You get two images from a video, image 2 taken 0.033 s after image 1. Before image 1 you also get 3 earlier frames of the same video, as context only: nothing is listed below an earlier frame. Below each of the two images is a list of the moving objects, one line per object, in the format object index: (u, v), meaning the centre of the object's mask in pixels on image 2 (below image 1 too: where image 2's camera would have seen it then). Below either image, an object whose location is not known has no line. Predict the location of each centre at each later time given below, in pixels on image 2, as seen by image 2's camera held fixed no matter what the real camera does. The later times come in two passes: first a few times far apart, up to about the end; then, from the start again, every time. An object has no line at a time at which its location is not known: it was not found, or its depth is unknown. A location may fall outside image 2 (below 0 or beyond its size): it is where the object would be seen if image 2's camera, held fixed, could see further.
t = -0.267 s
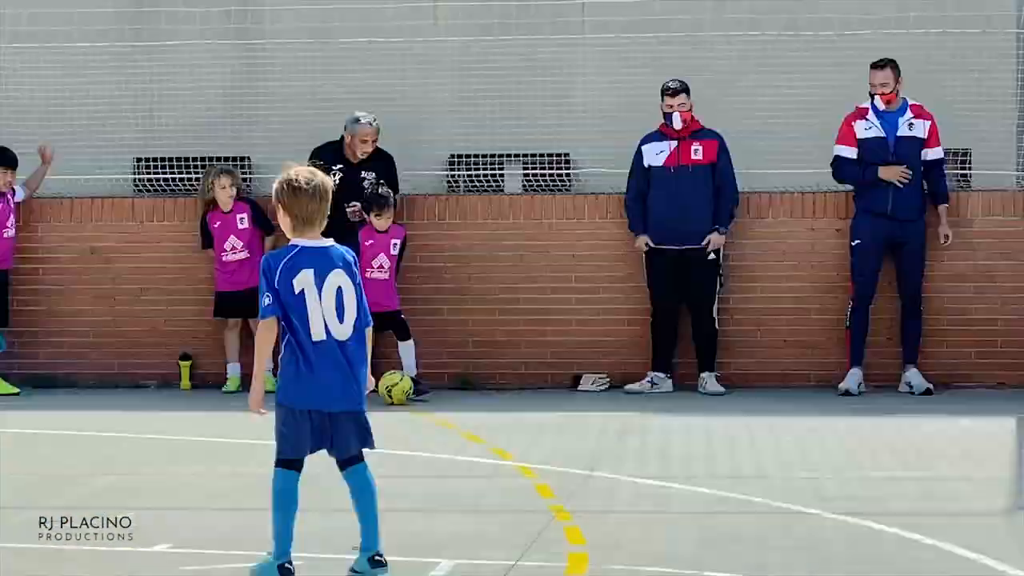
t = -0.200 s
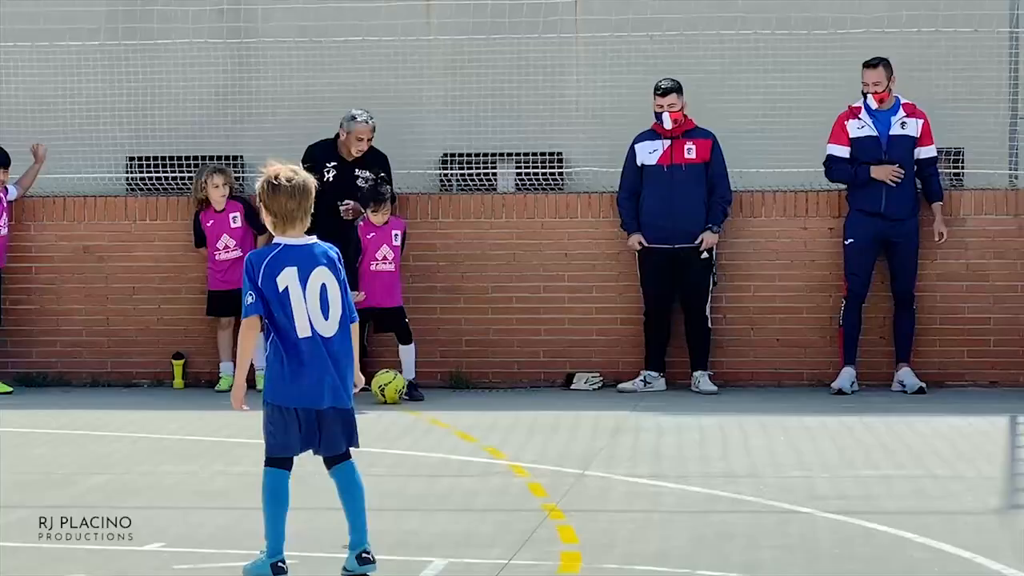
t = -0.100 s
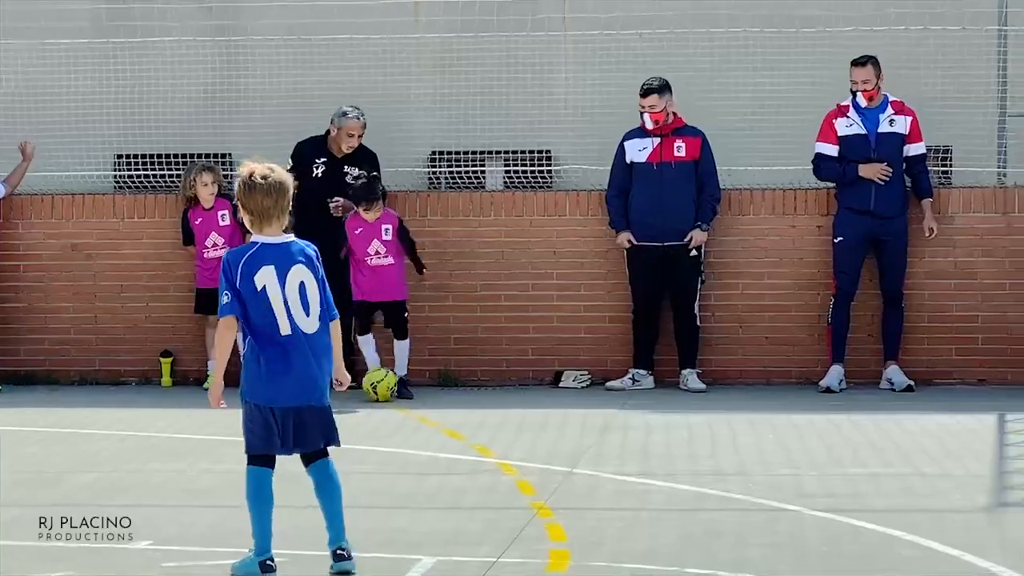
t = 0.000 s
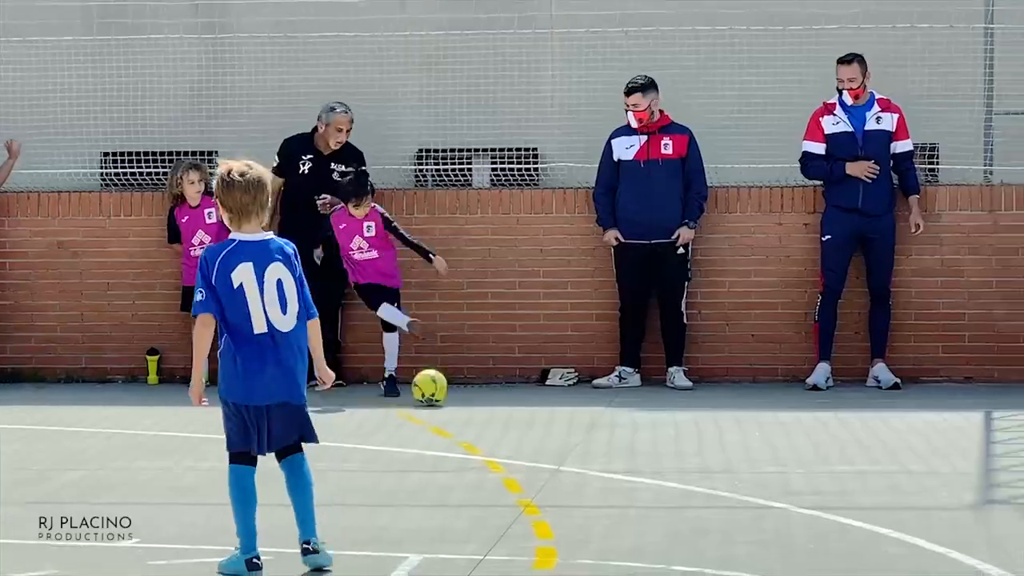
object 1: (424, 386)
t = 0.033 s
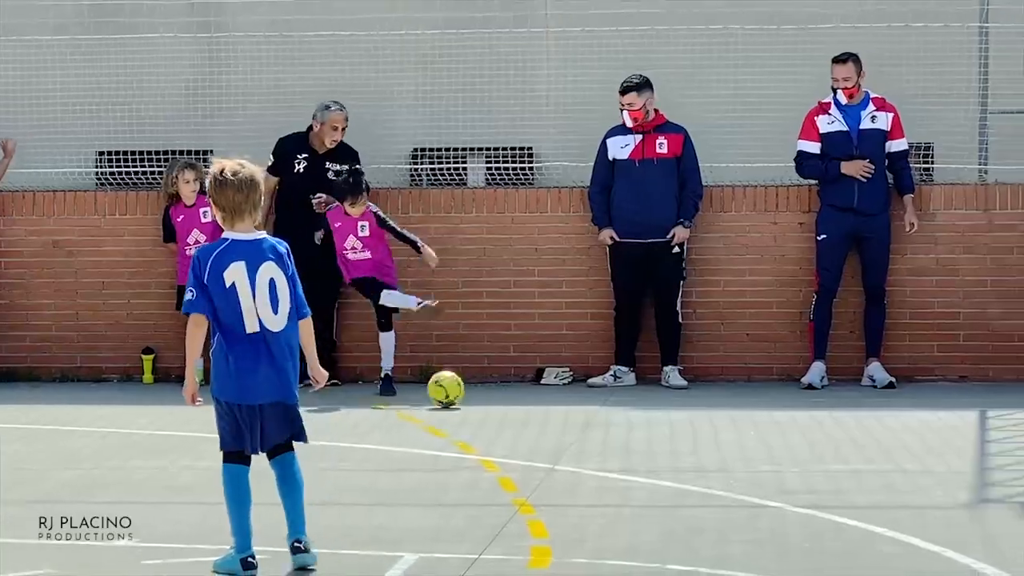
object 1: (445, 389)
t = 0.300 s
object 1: (601, 405)
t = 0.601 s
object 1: (758, 419)
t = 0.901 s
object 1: (932, 434)
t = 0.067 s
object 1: (466, 390)
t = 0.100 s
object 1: (486, 394)
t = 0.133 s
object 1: (506, 395)
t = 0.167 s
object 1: (525, 398)
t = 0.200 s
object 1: (546, 399)
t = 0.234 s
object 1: (565, 401)
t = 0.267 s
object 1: (583, 403)
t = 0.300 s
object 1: (601, 405)
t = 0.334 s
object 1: (618, 406)
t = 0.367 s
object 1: (636, 409)
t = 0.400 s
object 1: (653, 409)
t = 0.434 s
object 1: (670, 411)
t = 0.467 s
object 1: (687, 413)
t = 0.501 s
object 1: (704, 414)
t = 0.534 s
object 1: (722, 416)
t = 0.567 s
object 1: (740, 417)
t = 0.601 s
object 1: (758, 419)
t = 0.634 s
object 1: (776, 421)
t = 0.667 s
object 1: (795, 422)
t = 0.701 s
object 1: (814, 424)
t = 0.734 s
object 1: (832, 425)
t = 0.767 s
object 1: (852, 427)
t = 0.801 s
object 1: (871, 429)
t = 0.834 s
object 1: (891, 430)
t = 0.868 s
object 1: (911, 433)
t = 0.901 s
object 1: (932, 434)
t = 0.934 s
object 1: (953, 435)
